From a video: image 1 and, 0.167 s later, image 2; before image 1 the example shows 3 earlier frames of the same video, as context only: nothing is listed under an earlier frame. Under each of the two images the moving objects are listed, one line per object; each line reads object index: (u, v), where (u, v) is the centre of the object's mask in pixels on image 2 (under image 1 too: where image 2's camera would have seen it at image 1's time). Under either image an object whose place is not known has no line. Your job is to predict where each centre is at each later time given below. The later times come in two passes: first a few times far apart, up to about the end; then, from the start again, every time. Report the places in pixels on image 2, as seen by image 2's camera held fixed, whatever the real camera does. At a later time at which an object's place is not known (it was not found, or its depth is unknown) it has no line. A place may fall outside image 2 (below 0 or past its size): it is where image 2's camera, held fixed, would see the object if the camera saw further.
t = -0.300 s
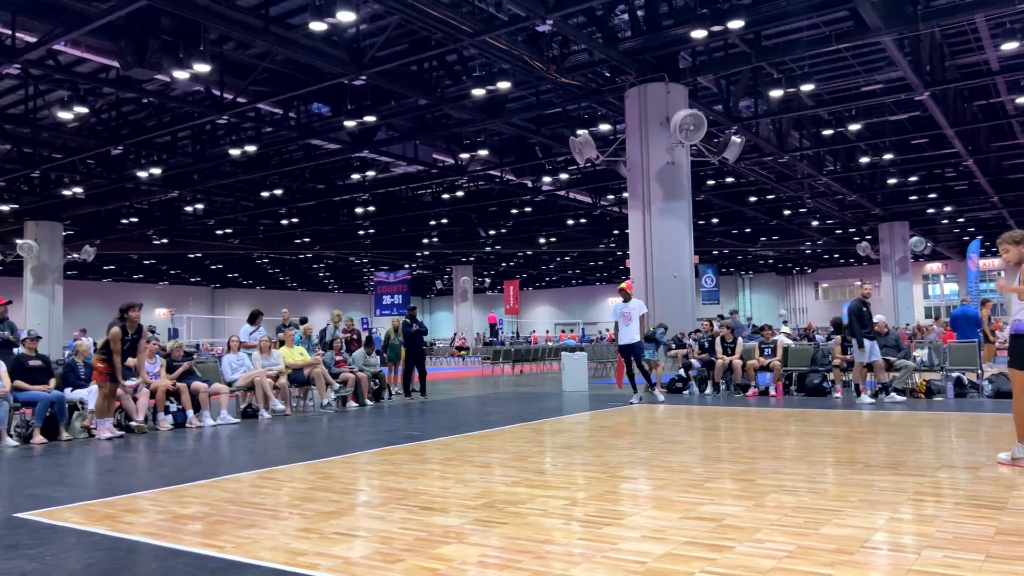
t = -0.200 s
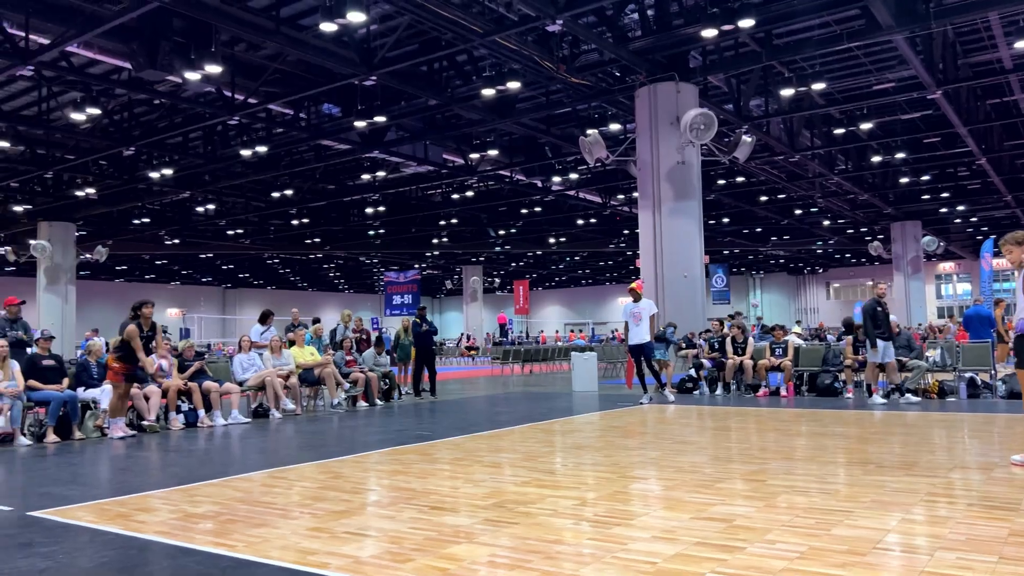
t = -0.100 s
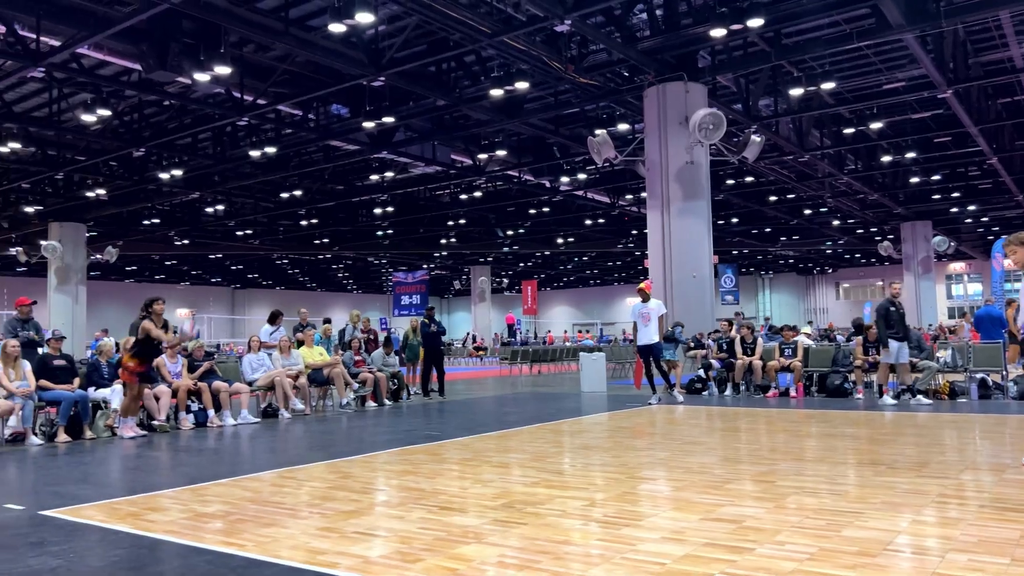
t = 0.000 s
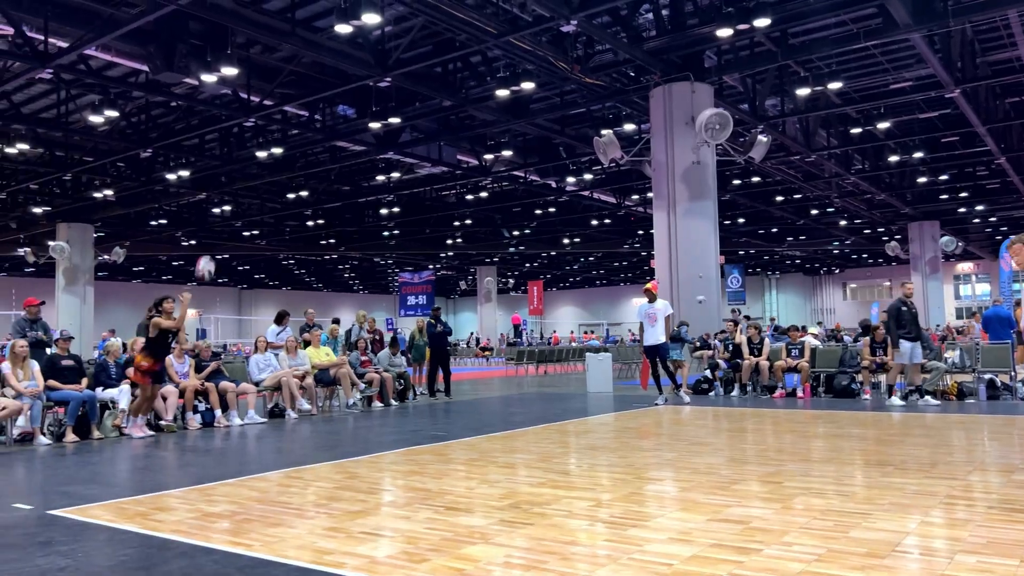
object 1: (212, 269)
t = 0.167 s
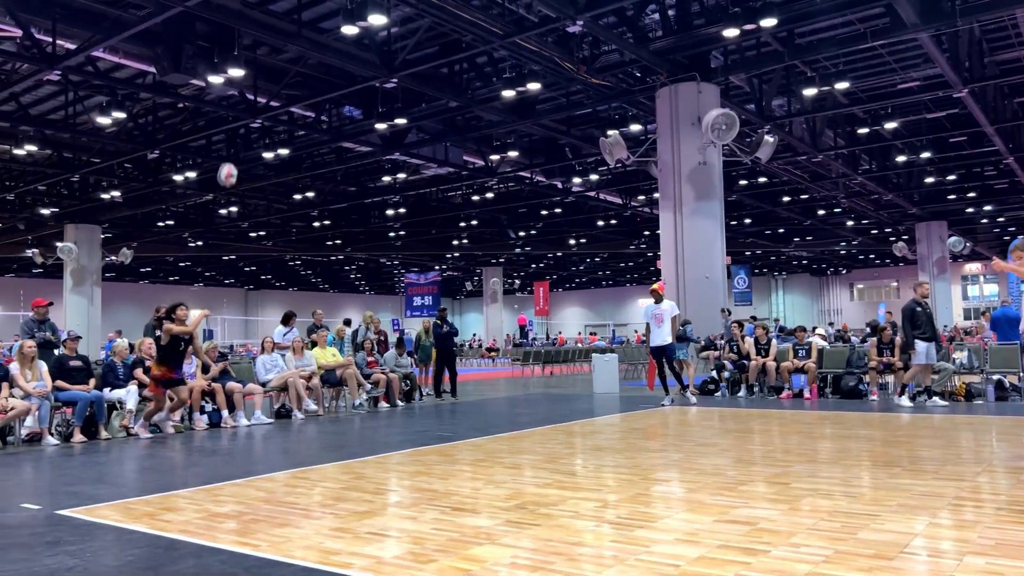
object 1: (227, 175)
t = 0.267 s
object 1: (237, 128)
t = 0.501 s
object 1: (262, 55)
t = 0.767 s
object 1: (293, 26)
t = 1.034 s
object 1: (327, 60)
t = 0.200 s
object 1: (230, 159)
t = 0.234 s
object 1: (234, 143)
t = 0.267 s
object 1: (237, 128)
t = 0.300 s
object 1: (240, 115)
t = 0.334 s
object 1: (244, 103)
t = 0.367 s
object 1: (248, 91)
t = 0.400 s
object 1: (251, 82)
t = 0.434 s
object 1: (255, 71)
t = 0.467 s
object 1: (259, 63)
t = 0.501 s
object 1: (262, 55)
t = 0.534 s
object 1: (267, 47)
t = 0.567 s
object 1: (270, 42)
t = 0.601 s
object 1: (274, 37)
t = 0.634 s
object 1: (278, 33)
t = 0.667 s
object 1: (282, 30)
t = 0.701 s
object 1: (286, 27)
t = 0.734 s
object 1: (289, 26)
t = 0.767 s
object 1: (293, 26)
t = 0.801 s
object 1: (297, 26)
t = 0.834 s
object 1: (302, 28)
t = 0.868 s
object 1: (306, 31)
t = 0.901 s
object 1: (310, 35)
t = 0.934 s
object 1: (314, 40)
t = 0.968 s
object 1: (318, 45)
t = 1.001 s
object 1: (322, 52)
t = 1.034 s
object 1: (327, 60)
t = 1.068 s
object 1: (331, 70)
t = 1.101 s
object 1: (337, 80)
